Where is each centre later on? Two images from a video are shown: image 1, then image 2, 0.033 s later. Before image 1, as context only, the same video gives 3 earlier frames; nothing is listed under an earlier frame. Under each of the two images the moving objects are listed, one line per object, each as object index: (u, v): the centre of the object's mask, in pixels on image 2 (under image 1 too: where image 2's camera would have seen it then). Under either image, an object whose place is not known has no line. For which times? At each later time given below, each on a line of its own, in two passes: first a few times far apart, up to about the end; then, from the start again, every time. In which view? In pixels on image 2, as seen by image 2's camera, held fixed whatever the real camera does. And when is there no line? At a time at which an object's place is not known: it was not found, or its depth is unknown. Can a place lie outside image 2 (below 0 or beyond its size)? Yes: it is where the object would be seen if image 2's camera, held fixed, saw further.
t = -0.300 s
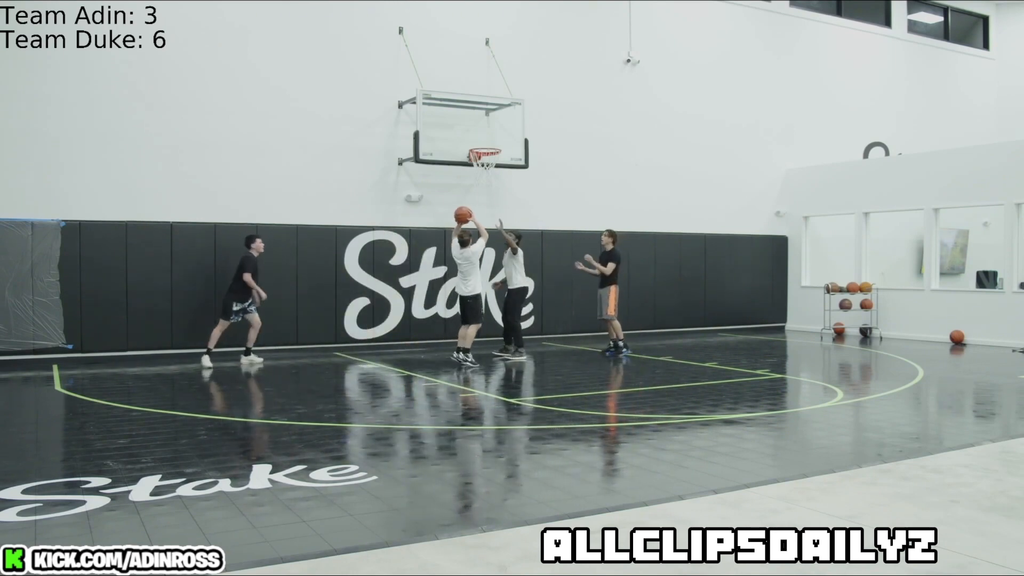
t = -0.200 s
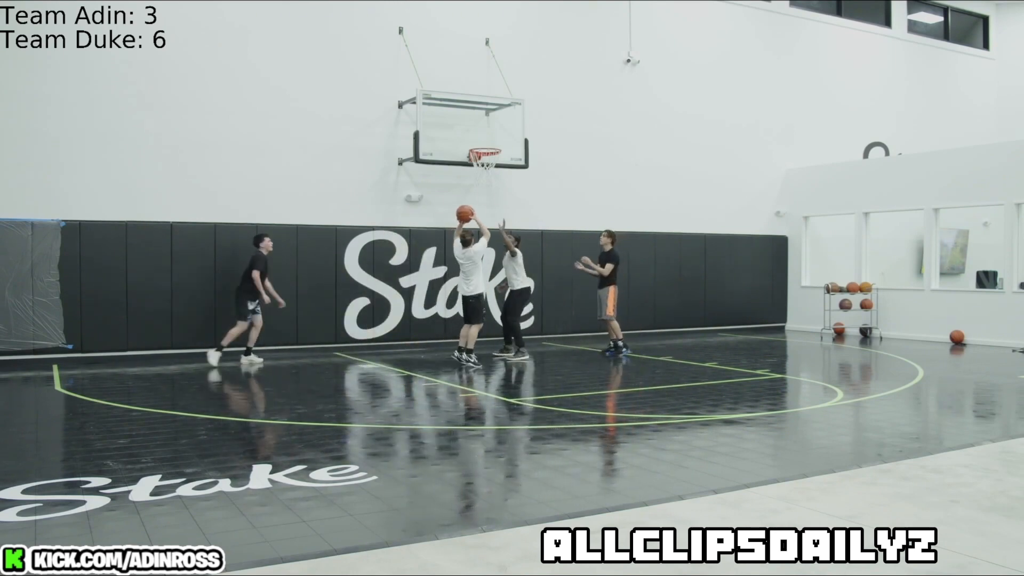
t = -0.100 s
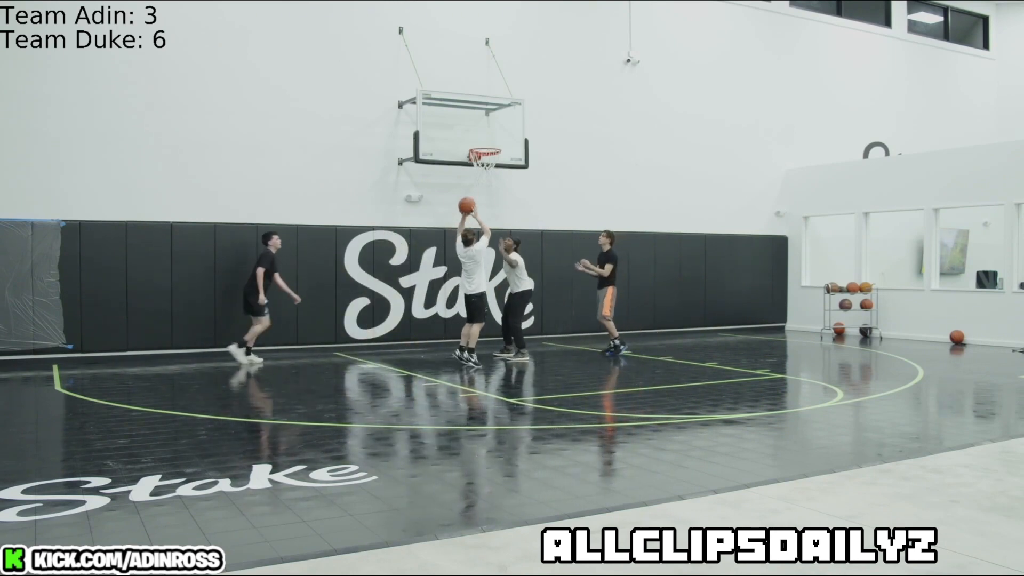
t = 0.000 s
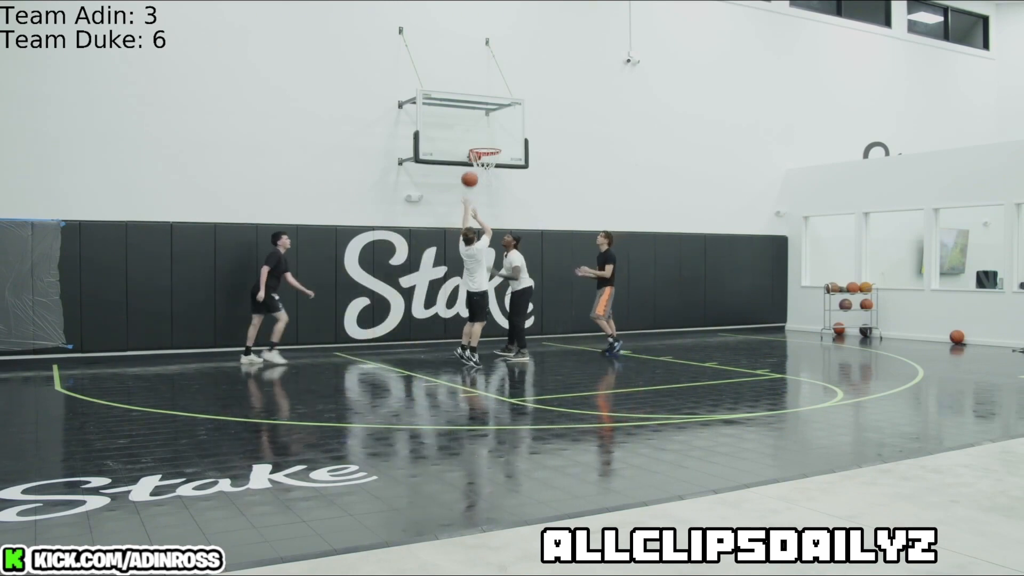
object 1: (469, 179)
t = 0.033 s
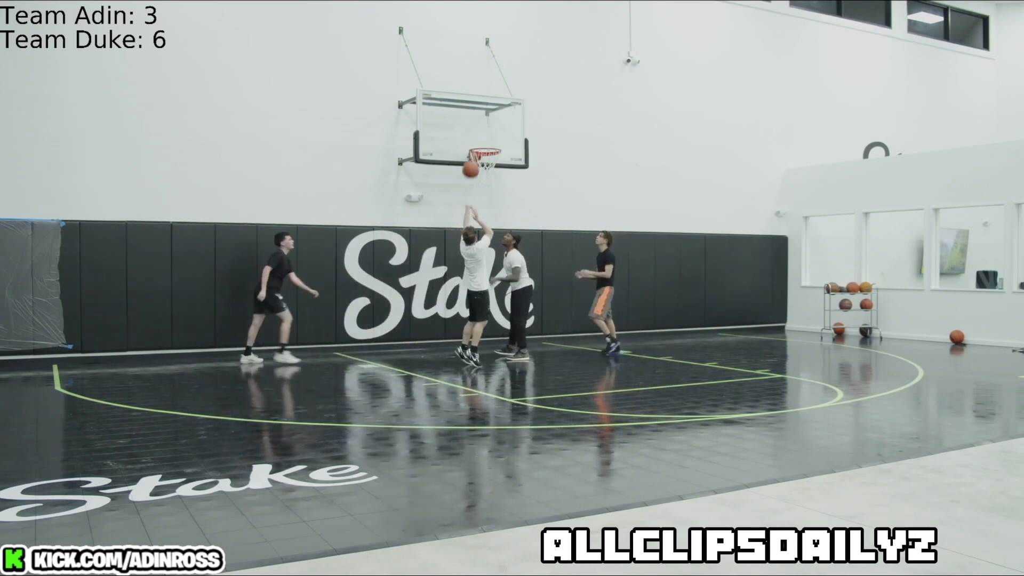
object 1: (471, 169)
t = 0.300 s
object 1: (478, 126)
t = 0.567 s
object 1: (485, 131)
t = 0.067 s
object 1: (471, 165)
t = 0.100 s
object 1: (472, 157)
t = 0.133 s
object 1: (473, 151)
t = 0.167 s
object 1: (474, 144)
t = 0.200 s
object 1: (475, 136)
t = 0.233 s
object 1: (476, 132)
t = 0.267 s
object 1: (477, 129)
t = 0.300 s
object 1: (478, 126)
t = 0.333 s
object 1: (479, 125)
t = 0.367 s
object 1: (480, 124)
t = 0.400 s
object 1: (481, 123)
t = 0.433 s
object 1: (482, 124)
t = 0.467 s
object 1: (482, 124)
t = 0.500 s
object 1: (483, 126)
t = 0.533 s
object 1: (484, 128)
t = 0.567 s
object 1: (485, 131)
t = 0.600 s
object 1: (487, 137)
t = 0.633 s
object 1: (488, 141)
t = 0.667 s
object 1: (488, 146)
